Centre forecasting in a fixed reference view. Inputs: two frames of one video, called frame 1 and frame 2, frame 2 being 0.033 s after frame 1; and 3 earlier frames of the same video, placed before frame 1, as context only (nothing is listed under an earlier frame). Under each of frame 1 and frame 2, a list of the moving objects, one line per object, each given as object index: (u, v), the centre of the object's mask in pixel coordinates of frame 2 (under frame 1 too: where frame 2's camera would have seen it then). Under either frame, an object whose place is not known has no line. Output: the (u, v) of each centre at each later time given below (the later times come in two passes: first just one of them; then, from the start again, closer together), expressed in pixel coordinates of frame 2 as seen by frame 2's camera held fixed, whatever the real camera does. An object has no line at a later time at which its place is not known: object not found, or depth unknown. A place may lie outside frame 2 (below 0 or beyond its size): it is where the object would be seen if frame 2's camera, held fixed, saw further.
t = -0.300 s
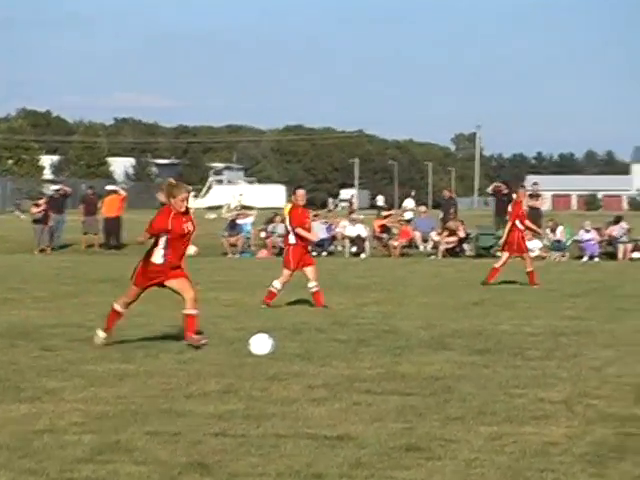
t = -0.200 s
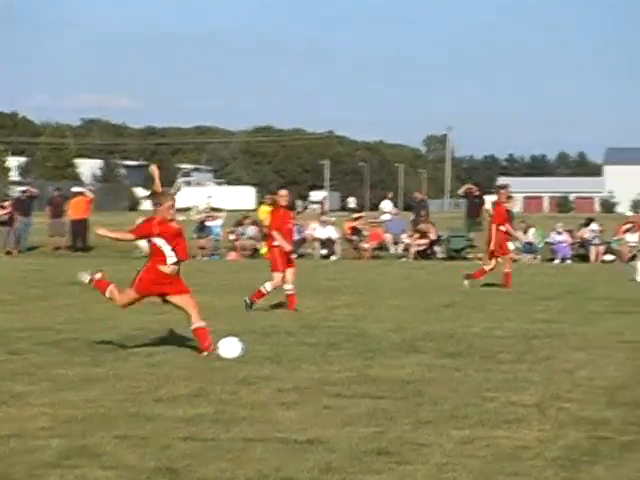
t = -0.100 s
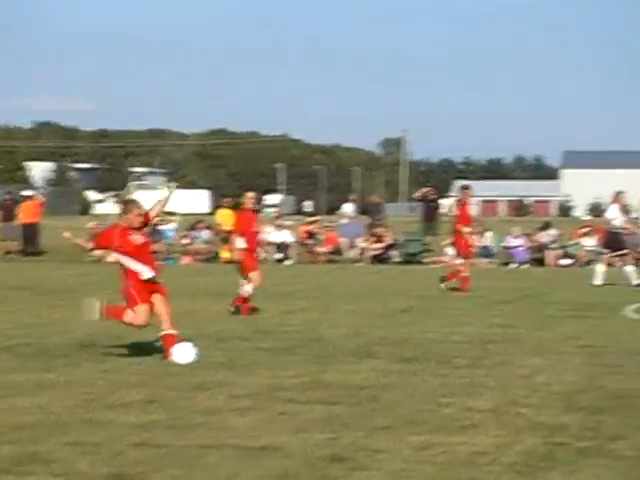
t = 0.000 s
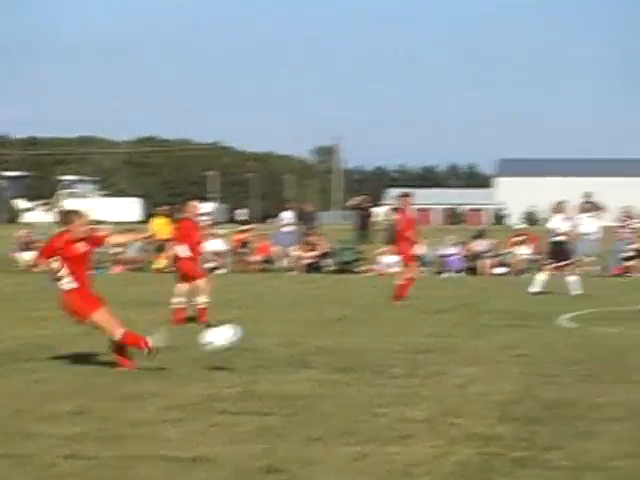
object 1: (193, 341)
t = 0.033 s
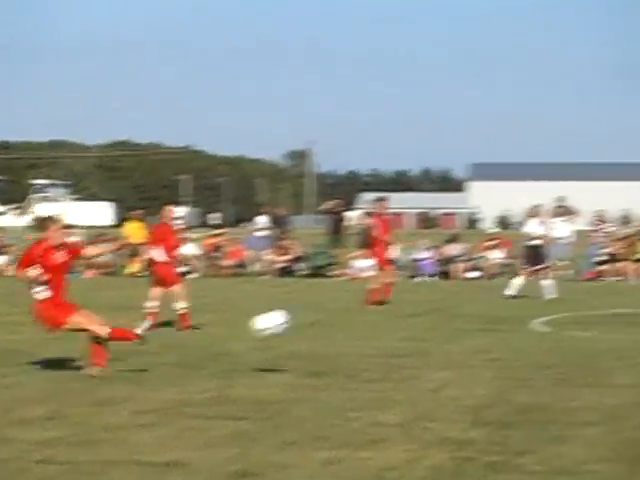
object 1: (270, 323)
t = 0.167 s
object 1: (576, 260)
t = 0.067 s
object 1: (347, 305)
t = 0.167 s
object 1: (576, 260)
